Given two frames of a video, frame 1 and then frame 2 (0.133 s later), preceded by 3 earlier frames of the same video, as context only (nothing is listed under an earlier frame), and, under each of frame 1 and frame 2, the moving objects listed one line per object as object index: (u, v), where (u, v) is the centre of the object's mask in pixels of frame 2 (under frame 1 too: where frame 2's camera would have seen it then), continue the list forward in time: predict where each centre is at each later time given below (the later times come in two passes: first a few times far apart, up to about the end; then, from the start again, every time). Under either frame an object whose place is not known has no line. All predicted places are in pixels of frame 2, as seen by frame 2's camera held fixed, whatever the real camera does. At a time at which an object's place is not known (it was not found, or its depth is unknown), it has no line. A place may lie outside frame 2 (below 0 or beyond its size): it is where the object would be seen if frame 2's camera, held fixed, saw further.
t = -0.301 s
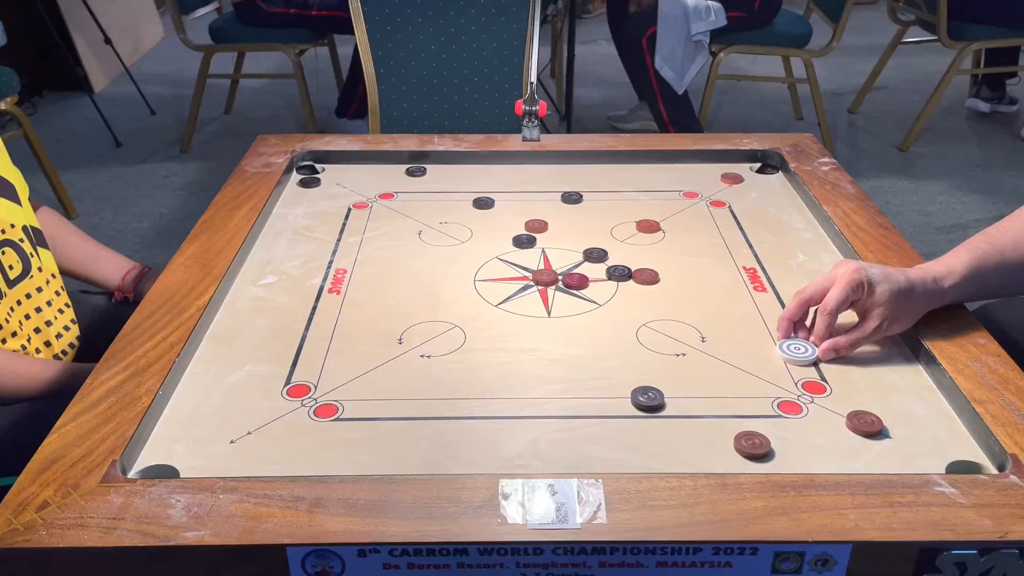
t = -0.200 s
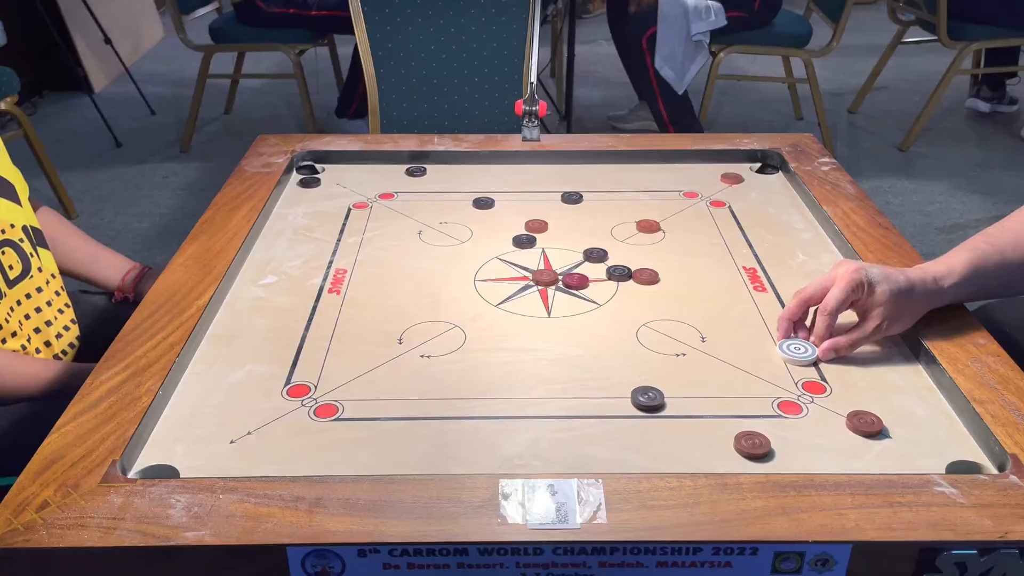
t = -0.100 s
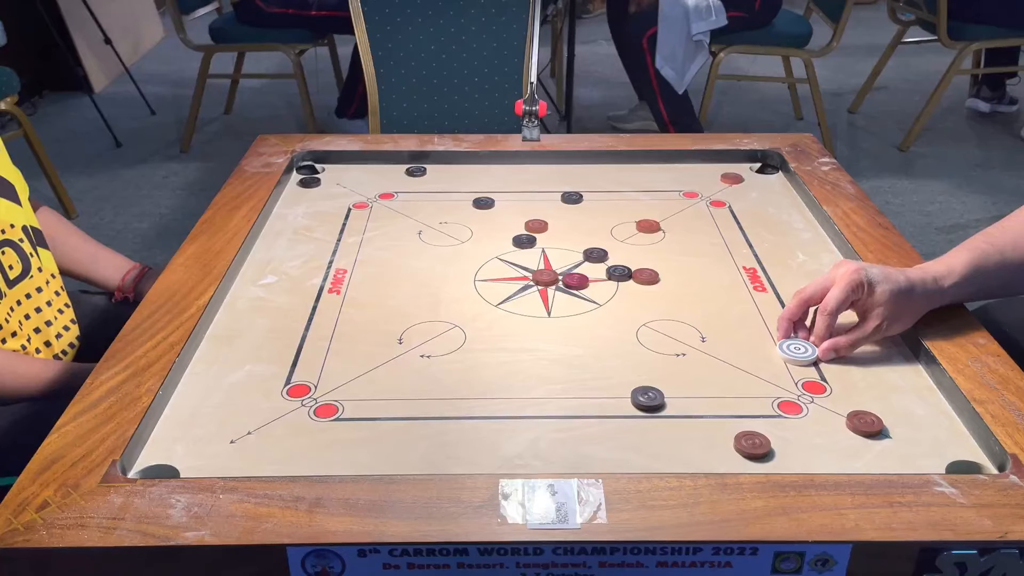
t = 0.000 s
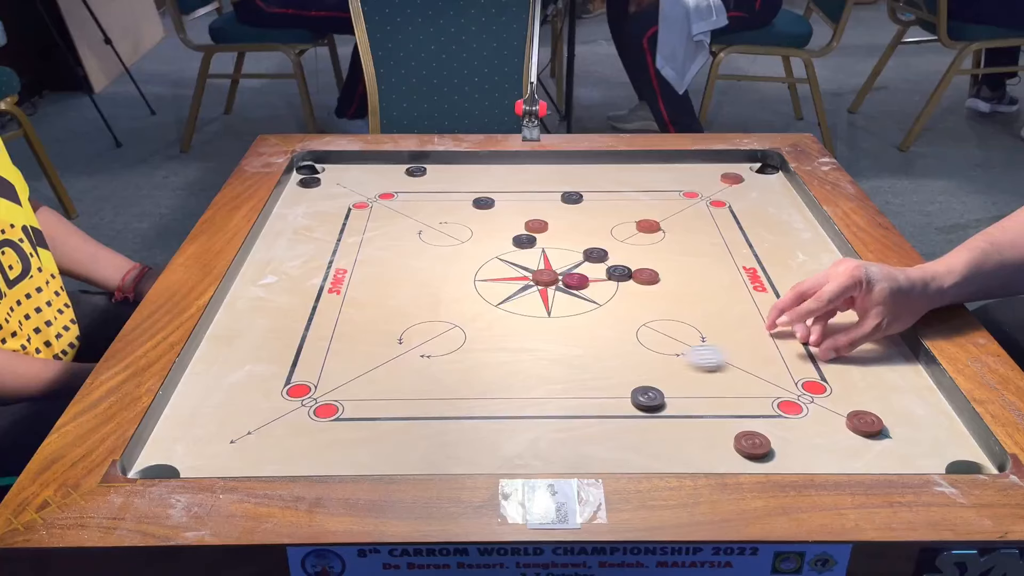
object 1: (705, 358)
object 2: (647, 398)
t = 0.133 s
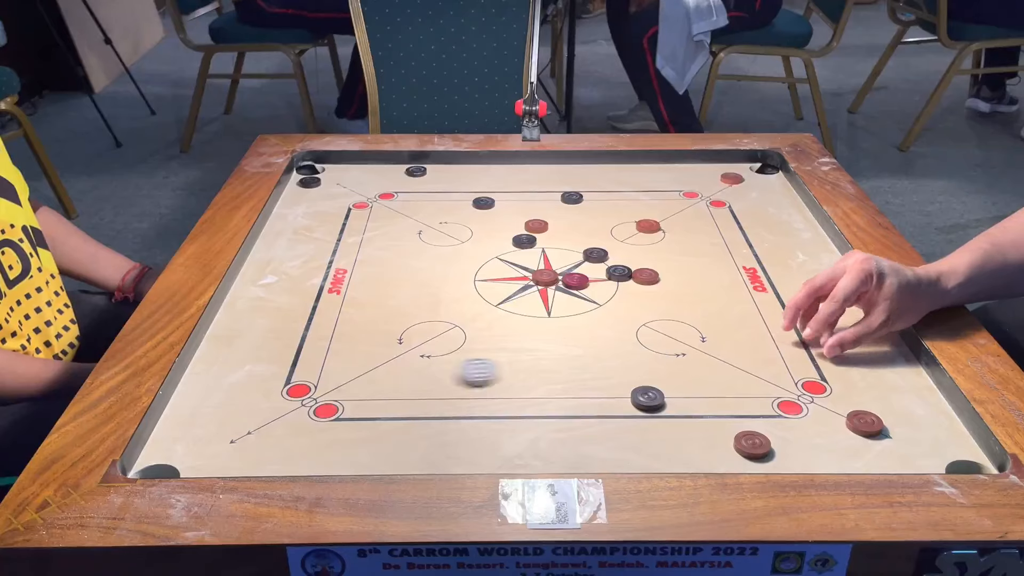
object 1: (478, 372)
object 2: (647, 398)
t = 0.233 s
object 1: (306, 384)
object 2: (647, 398)
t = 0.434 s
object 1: (366, 401)
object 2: (647, 398)
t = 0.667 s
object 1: (648, 422)
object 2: (656, 392)
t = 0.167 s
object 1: (421, 376)
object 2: (647, 398)
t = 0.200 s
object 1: (363, 380)
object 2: (647, 398)
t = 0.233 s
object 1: (306, 384)
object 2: (647, 398)
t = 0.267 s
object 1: (249, 388)
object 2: (647, 398)
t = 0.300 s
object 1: (194, 391)
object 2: (647, 398)
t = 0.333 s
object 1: (231, 394)
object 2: (647, 398)
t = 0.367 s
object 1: (277, 397)
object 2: (647, 398)
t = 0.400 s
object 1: (322, 400)
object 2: (647, 398)
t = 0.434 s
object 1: (366, 401)
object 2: (647, 398)
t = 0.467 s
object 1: (408, 404)
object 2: (647, 398)
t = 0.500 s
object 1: (450, 407)
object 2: (647, 398)
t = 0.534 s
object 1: (491, 409)
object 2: (647, 398)
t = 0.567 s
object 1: (532, 412)
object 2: (647, 398)
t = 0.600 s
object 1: (573, 414)
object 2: (647, 398)
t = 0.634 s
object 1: (611, 417)
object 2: (647, 398)
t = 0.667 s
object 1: (648, 422)
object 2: (656, 392)
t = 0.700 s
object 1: (682, 429)
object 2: (669, 382)
